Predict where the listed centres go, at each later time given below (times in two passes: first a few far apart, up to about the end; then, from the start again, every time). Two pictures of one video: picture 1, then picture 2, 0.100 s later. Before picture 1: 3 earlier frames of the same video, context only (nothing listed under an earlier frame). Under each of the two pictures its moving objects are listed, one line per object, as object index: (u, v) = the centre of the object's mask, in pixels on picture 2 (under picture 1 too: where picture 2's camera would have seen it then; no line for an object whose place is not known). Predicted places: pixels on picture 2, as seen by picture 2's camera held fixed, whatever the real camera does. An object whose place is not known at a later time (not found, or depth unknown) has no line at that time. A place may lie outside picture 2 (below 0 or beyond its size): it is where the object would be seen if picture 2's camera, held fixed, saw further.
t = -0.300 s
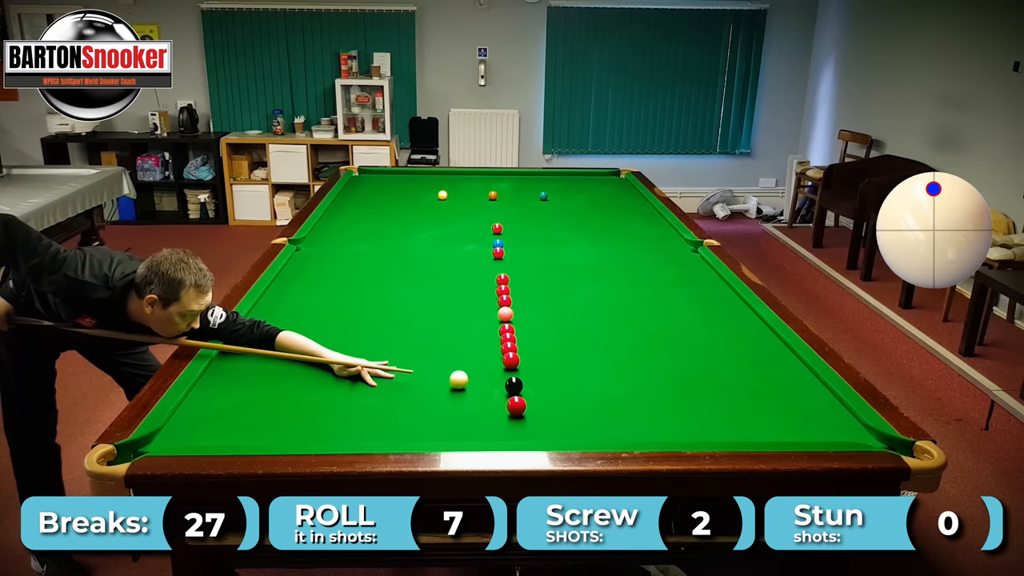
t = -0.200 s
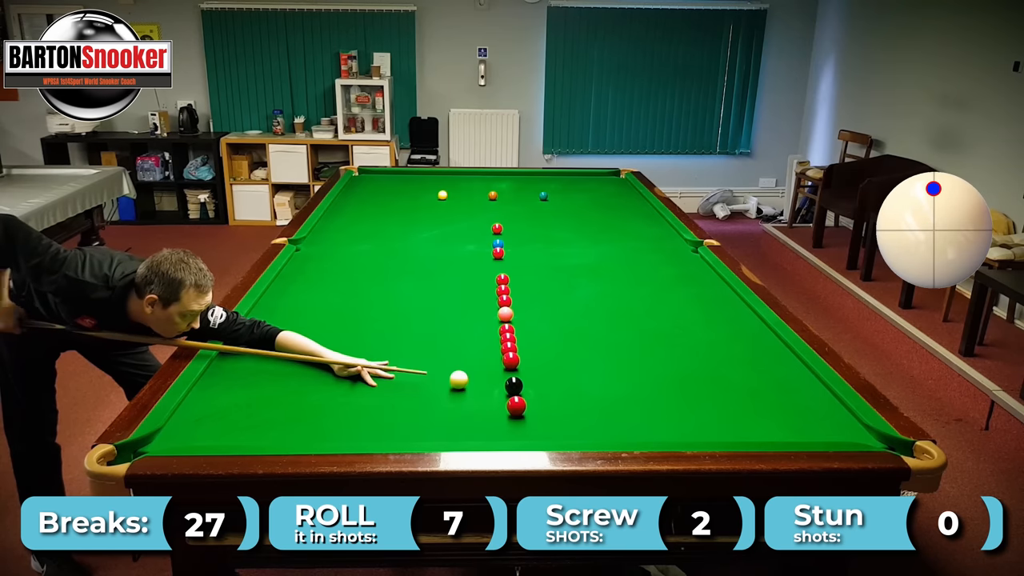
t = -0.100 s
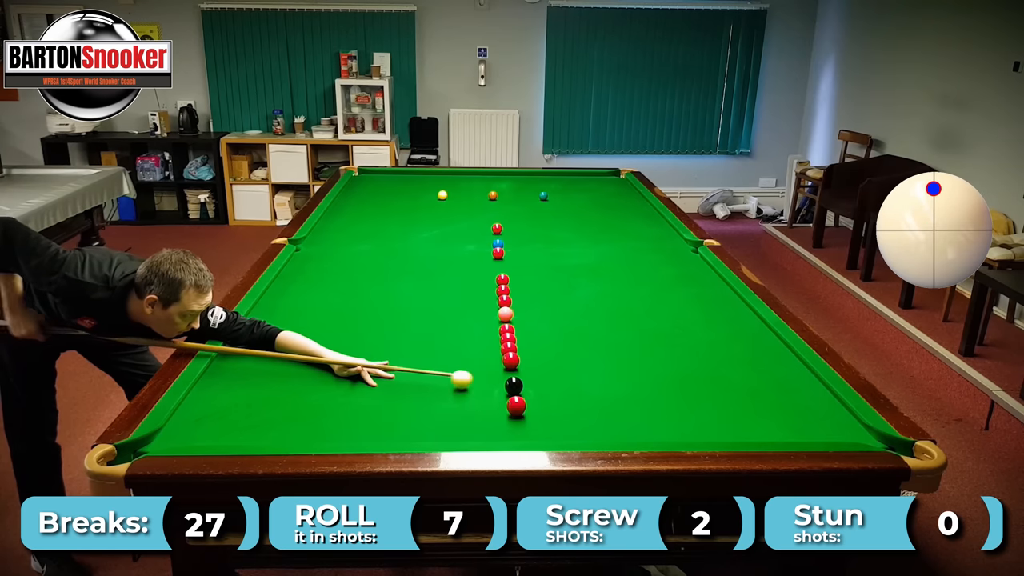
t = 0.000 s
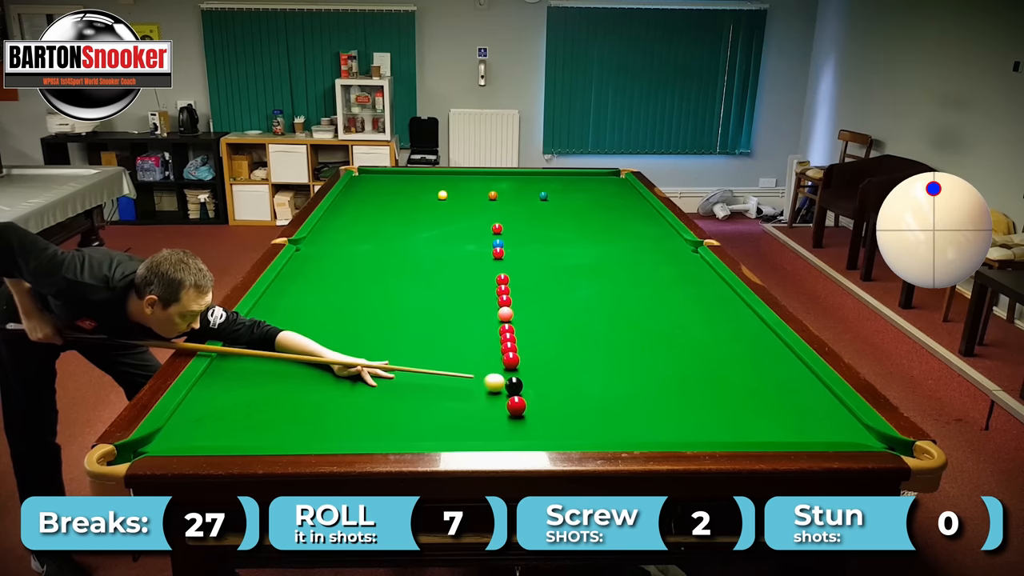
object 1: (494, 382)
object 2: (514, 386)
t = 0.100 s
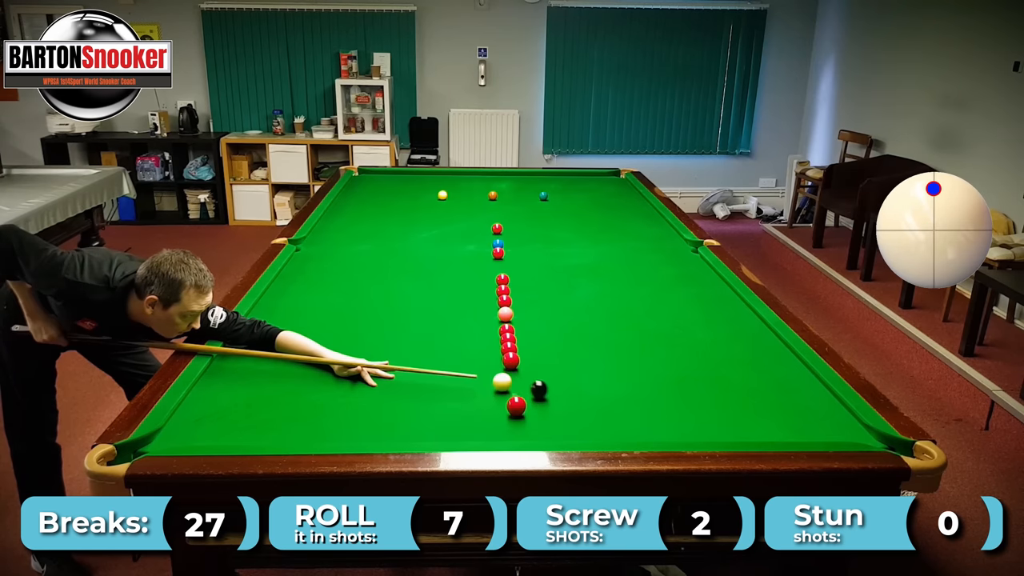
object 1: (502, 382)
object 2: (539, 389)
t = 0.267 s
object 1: (517, 381)
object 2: (574, 395)
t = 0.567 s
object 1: (541, 380)
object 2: (638, 404)
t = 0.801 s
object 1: (558, 380)
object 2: (687, 412)
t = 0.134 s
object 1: (505, 382)
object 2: (546, 390)
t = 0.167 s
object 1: (508, 382)
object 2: (553, 392)
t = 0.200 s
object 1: (511, 381)
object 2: (560, 393)
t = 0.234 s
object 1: (514, 381)
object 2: (567, 394)
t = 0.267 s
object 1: (517, 381)
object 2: (574, 395)
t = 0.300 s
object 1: (520, 381)
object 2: (581, 396)
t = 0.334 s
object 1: (523, 381)
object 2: (589, 397)
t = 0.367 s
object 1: (525, 381)
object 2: (596, 398)
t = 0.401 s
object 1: (528, 381)
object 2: (603, 399)
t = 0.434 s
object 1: (531, 380)
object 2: (610, 400)
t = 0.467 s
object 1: (533, 380)
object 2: (617, 401)
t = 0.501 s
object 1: (536, 380)
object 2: (624, 402)
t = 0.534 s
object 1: (539, 380)
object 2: (631, 403)
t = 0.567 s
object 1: (541, 380)
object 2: (638, 404)
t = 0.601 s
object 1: (544, 380)
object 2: (645, 405)
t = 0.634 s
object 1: (546, 380)
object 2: (652, 406)
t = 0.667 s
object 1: (549, 380)
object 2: (659, 407)
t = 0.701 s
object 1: (551, 380)
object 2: (666, 409)
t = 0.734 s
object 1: (553, 380)
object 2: (673, 410)
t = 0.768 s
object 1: (556, 380)
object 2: (680, 411)
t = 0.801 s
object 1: (558, 380)
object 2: (687, 412)
